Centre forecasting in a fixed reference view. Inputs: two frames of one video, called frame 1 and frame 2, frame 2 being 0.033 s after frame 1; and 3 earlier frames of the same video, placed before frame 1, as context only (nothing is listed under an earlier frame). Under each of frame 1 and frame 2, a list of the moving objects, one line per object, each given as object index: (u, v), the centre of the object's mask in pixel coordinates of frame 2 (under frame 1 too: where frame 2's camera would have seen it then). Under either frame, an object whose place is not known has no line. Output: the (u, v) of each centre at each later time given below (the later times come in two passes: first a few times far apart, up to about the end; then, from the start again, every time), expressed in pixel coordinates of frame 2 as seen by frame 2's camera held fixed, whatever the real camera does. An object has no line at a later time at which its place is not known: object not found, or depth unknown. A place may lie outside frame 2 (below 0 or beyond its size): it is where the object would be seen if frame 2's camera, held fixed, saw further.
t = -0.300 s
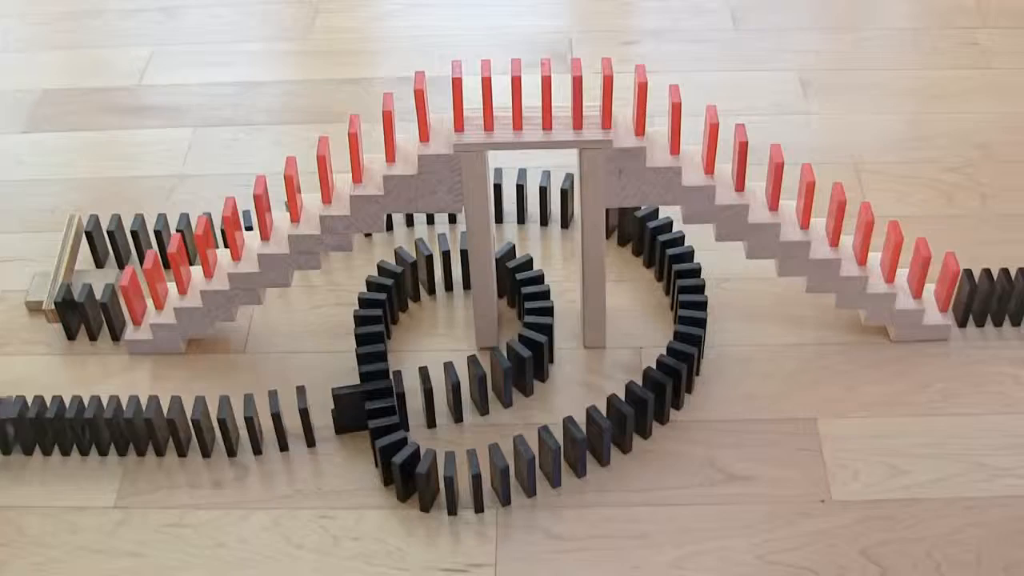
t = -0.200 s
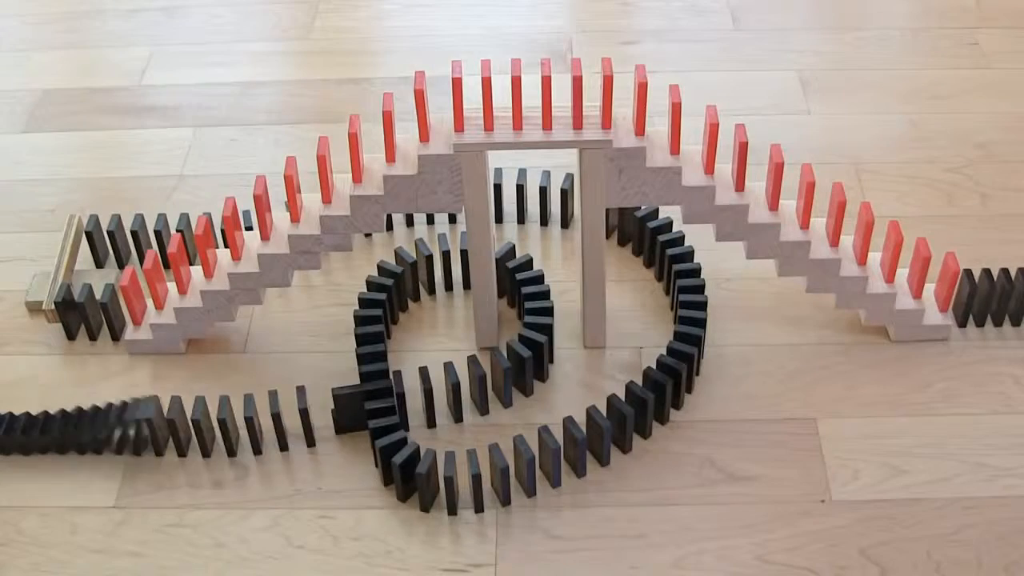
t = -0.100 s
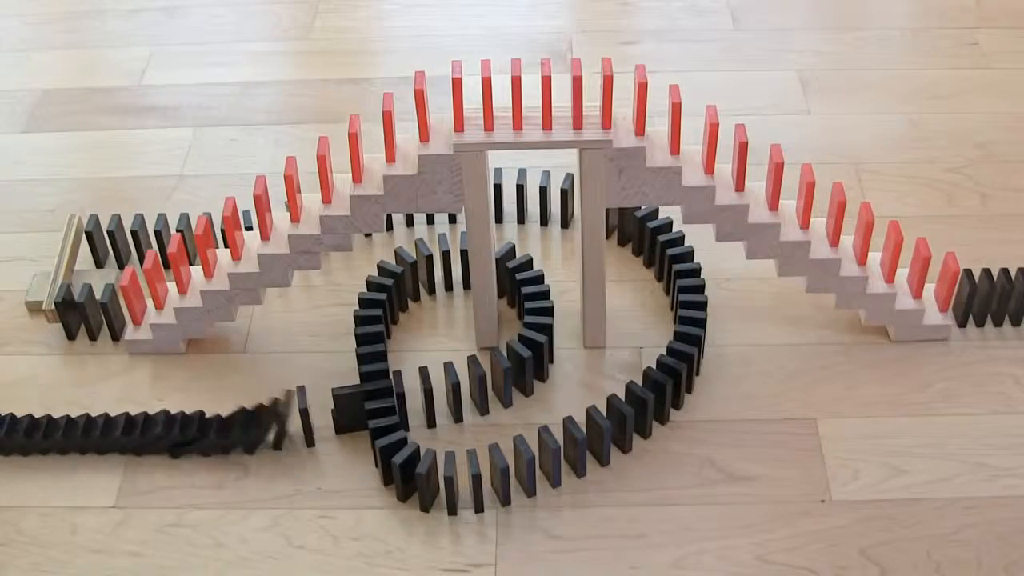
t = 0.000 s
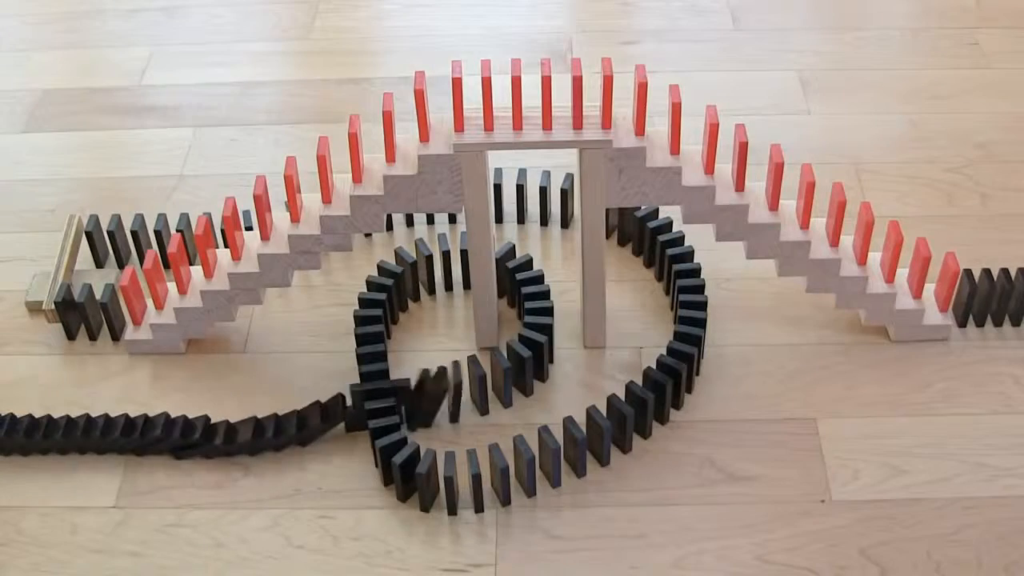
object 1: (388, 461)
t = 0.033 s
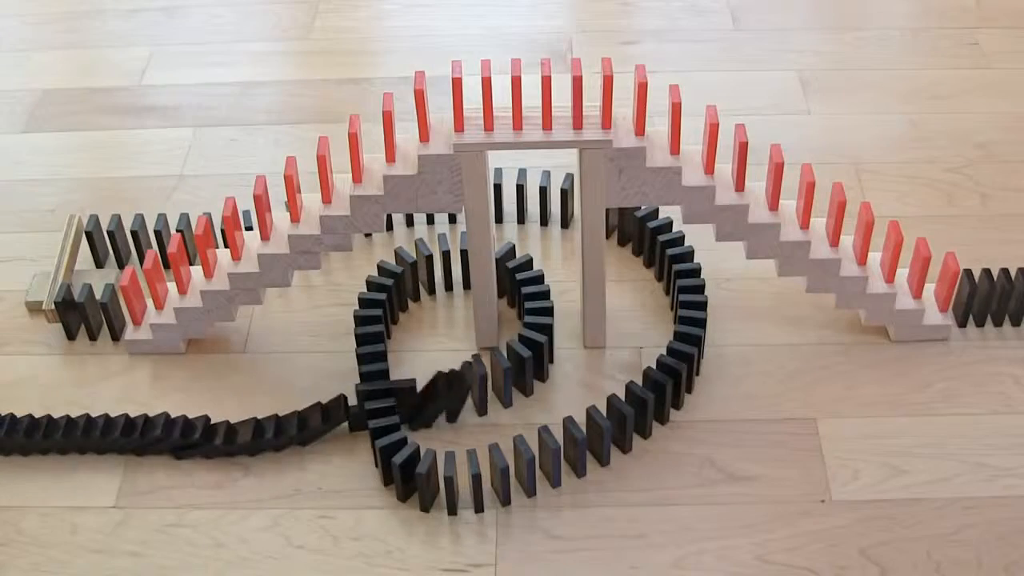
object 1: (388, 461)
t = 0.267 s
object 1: (387, 462)
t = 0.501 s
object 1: (388, 463)
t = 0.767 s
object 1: (403, 555)
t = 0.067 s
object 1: (388, 461)
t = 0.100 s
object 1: (387, 461)
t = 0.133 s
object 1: (388, 461)
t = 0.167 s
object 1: (388, 462)
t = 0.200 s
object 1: (387, 462)
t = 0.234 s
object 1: (387, 462)
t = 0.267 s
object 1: (387, 462)
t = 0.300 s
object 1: (387, 462)
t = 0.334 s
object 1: (387, 462)
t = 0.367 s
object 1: (387, 462)
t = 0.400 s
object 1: (387, 461)
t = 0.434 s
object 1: (387, 462)
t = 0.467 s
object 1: (387, 462)
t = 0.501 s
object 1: (388, 463)
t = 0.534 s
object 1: (387, 463)
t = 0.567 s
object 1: (387, 463)
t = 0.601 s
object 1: (384, 459)
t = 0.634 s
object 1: (388, 473)
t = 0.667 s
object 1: (404, 494)
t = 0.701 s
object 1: (408, 540)
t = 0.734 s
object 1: (404, 544)
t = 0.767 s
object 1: (403, 555)
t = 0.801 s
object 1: (403, 557)
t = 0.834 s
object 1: (403, 558)
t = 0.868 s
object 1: (402, 559)
